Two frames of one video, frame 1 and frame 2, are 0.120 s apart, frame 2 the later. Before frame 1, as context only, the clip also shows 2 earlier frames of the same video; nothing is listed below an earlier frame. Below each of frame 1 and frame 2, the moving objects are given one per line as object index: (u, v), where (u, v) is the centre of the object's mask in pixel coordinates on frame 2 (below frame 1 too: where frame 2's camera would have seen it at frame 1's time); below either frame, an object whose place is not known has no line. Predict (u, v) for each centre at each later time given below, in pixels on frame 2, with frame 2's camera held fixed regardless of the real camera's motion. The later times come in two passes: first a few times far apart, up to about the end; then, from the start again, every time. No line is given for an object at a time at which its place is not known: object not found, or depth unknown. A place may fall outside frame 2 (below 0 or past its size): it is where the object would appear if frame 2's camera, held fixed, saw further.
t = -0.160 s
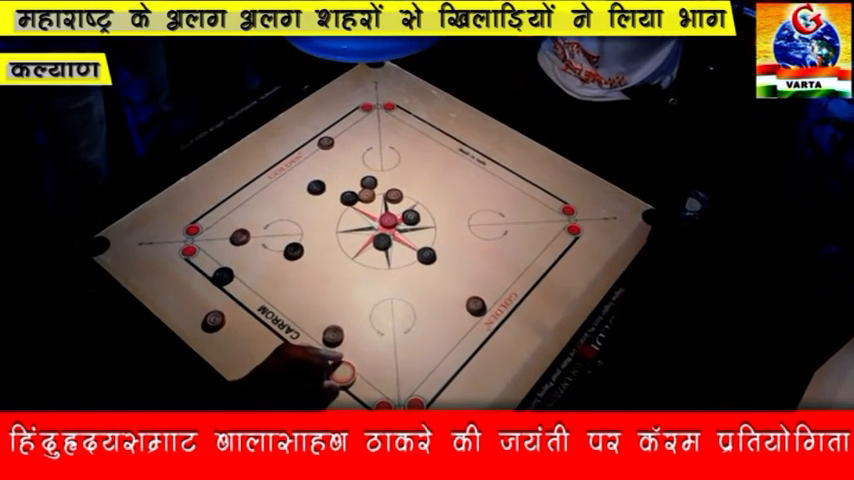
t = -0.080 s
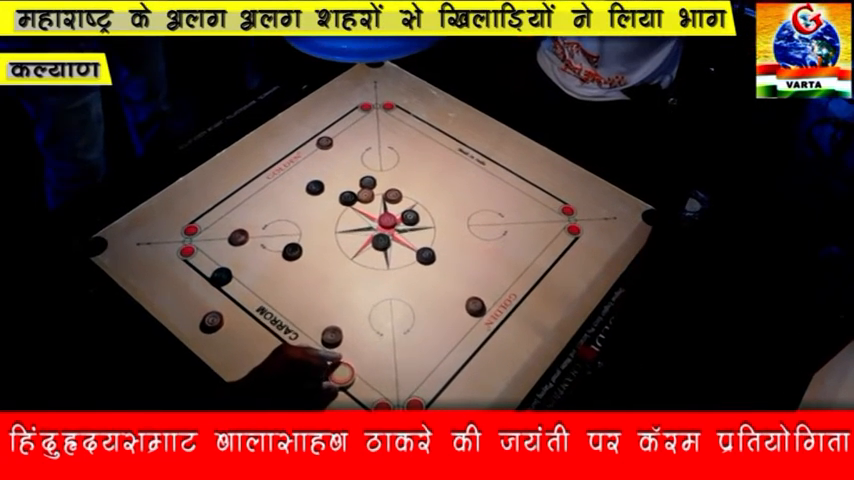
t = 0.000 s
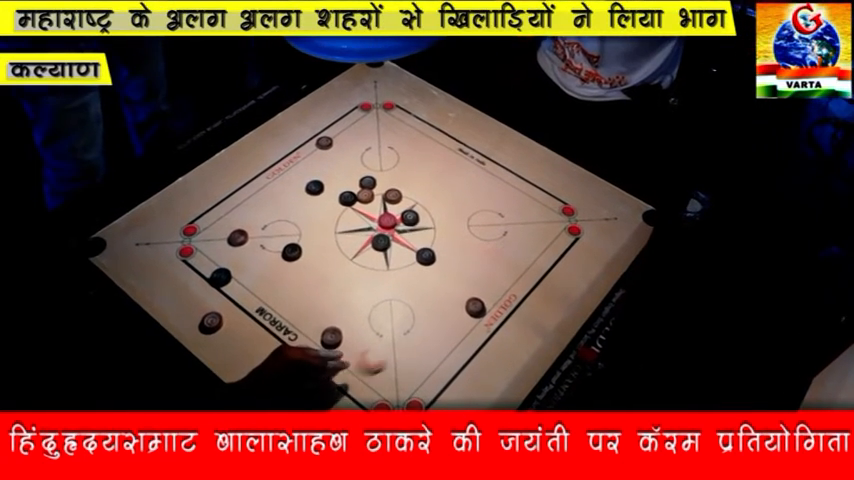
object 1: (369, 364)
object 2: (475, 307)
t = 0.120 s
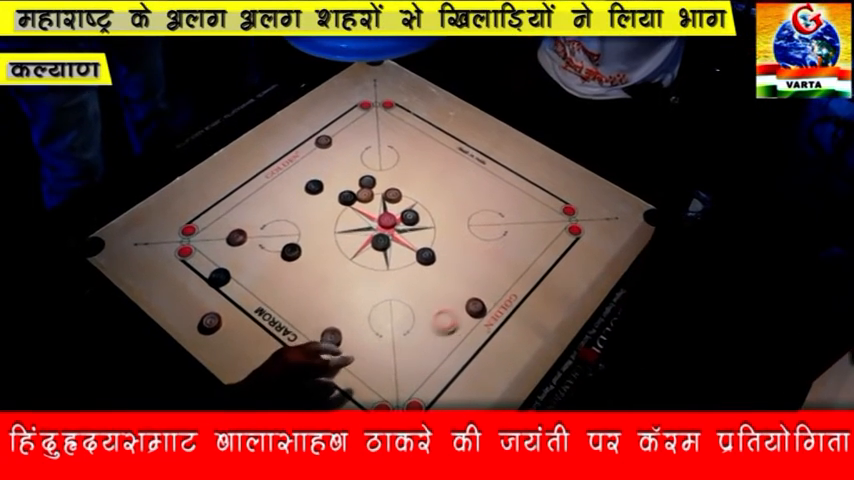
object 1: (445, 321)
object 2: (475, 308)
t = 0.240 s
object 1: (478, 303)
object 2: (541, 277)
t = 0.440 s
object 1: (505, 289)
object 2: (640, 230)
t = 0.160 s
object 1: (461, 312)
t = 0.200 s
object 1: (470, 307)
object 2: (516, 288)
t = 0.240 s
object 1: (478, 303)
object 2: (541, 277)
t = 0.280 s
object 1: (486, 299)
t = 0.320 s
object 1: (492, 296)
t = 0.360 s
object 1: (497, 293)
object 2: (606, 247)
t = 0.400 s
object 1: (502, 291)
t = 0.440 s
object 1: (505, 289)
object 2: (640, 230)
